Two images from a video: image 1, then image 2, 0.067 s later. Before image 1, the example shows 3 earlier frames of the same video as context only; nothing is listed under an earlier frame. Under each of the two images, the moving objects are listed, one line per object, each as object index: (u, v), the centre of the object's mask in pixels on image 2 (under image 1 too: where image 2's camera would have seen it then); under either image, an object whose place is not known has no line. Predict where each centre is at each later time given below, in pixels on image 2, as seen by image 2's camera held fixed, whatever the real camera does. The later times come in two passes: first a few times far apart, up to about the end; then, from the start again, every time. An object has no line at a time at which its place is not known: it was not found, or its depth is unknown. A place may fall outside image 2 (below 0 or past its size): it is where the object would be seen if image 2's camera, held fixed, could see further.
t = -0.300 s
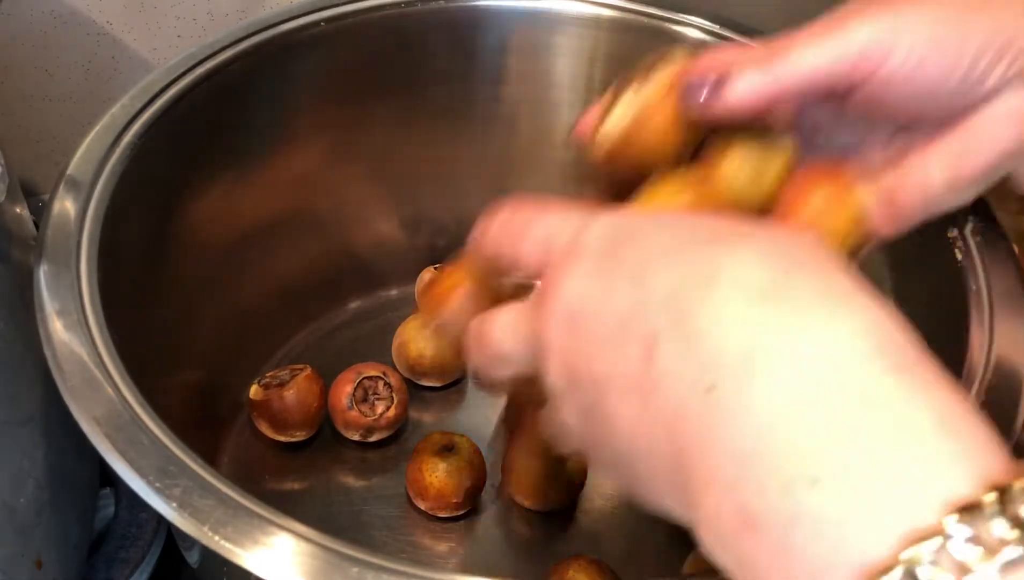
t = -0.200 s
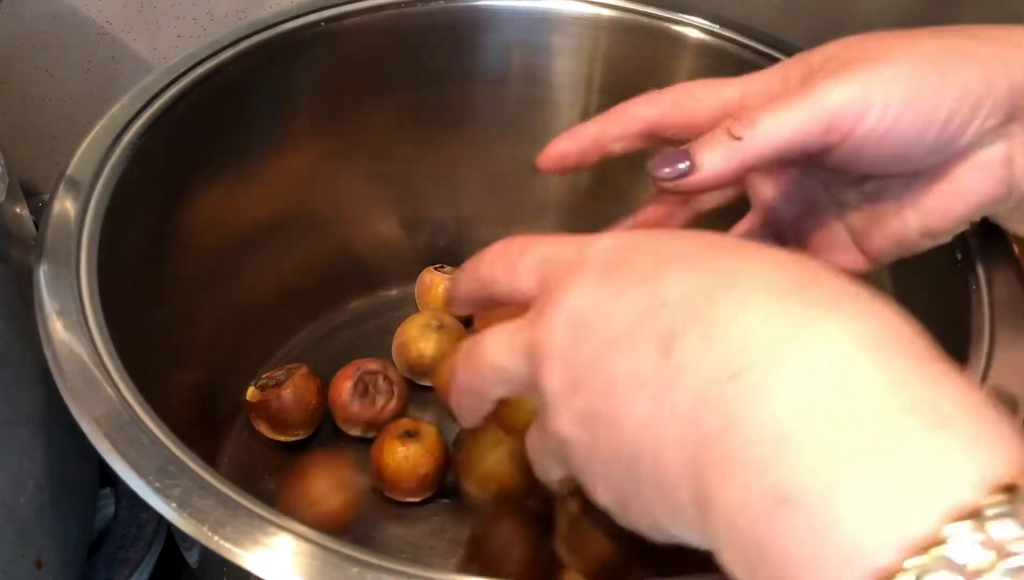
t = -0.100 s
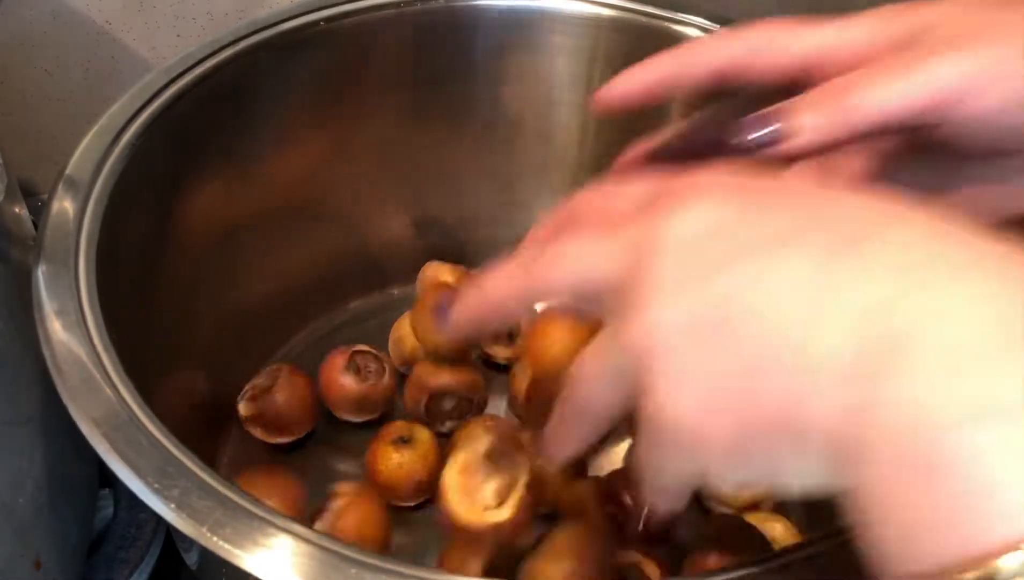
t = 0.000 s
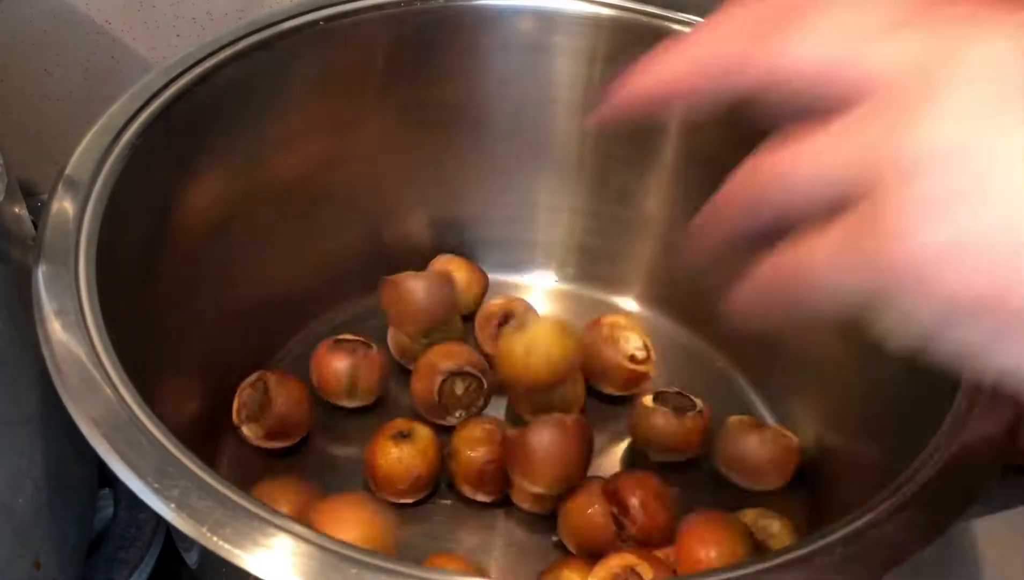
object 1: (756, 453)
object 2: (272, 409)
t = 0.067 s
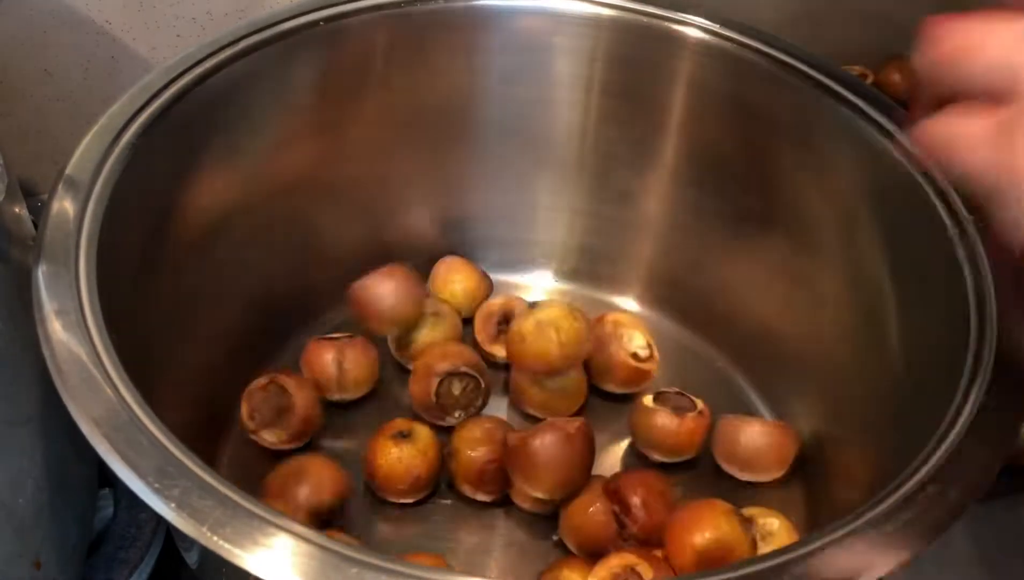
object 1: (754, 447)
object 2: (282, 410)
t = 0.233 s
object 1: (752, 462)
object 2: (285, 400)
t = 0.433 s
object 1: (758, 465)
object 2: (287, 401)
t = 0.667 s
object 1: (758, 466)
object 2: (287, 400)
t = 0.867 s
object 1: (756, 467)
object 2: (287, 400)
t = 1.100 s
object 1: (756, 467)
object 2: (287, 401)
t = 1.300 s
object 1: (756, 467)
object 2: (287, 401)
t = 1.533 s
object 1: (756, 467)
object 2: (287, 401)
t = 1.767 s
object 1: (756, 467)
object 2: (287, 401)
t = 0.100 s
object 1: (752, 447)
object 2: (288, 410)
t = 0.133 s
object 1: (750, 450)
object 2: (289, 411)
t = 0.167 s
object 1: (748, 455)
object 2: (290, 407)
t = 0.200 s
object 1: (749, 459)
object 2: (286, 402)
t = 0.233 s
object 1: (752, 462)
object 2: (285, 400)
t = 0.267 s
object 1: (753, 465)
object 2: (284, 399)
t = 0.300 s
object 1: (753, 466)
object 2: (285, 400)
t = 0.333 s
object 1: (756, 466)
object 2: (286, 400)
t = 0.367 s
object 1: (758, 467)
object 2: (286, 400)
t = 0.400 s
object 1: (758, 466)
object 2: (287, 400)
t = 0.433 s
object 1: (758, 465)
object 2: (287, 401)
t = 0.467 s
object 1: (760, 466)
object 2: (287, 400)
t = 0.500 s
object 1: (759, 466)
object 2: (287, 400)
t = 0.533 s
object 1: (759, 465)
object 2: (287, 400)
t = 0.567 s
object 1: (759, 466)
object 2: (287, 400)
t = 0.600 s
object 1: (759, 466)
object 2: (287, 400)
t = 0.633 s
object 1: (758, 466)
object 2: (287, 400)
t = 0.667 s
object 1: (758, 466)
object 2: (287, 400)
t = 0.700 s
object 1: (757, 466)
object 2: (287, 400)
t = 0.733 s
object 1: (757, 466)
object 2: (287, 400)
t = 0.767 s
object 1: (757, 466)
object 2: (287, 400)
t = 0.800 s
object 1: (756, 467)
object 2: (287, 400)
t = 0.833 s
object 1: (756, 467)
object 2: (287, 400)
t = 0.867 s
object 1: (756, 467)
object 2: (287, 400)
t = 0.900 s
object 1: (756, 467)
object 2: (287, 400)
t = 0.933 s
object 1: (756, 467)
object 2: (287, 400)
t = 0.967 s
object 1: (756, 467)
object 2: (287, 400)
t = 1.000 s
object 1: (756, 467)
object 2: (287, 400)
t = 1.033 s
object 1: (756, 467)
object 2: (287, 401)
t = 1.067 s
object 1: (756, 467)
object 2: (287, 401)
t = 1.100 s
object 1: (756, 467)
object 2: (287, 401)
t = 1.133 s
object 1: (756, 467)
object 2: (287, 400)
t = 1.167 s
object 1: (756, 467)
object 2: (287, 400)
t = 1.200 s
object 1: (756, 467)
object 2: (287, 401)
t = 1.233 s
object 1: (756, 467)
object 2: (287, 400)
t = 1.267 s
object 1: (756, 467)
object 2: (287, 400)
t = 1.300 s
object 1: (756, 467)
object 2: (287, 401)
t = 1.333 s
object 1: (756, 467)
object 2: (287, 401)
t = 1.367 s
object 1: (756, 467)
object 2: (287, 401)
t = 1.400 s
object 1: (756, 467)
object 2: (287, 401)
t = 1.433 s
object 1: (756, 467)
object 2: (287, 401)
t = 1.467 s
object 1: (756, 467)
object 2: (287, 401)
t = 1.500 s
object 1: (756, 467)
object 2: (287, 401)
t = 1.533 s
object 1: (756, 467)
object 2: (287, 401)
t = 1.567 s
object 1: (756, 467)
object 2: (287, 401)
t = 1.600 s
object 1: (756, 467)
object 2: (287, 401)
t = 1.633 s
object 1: (756, 467)
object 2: (287, 401)
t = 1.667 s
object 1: (756, 467)
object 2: (287, 401)
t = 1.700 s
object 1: (756, 467)
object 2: (287, 401)
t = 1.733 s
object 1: (756, 467)
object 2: (287, 401)
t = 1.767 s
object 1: (756, 467)
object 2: (287, 401)
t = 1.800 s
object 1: (756, 467)
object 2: (287, 401)
